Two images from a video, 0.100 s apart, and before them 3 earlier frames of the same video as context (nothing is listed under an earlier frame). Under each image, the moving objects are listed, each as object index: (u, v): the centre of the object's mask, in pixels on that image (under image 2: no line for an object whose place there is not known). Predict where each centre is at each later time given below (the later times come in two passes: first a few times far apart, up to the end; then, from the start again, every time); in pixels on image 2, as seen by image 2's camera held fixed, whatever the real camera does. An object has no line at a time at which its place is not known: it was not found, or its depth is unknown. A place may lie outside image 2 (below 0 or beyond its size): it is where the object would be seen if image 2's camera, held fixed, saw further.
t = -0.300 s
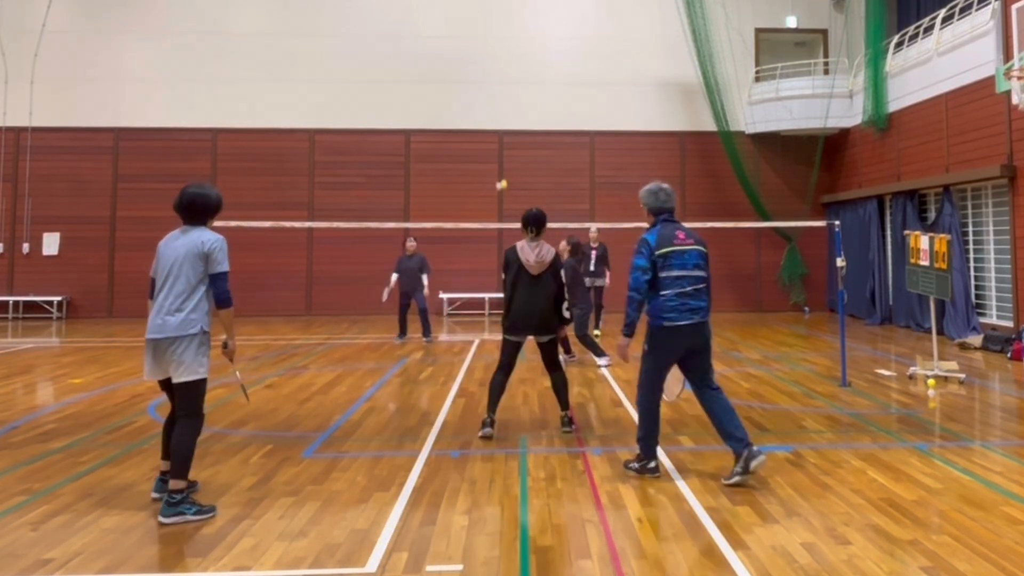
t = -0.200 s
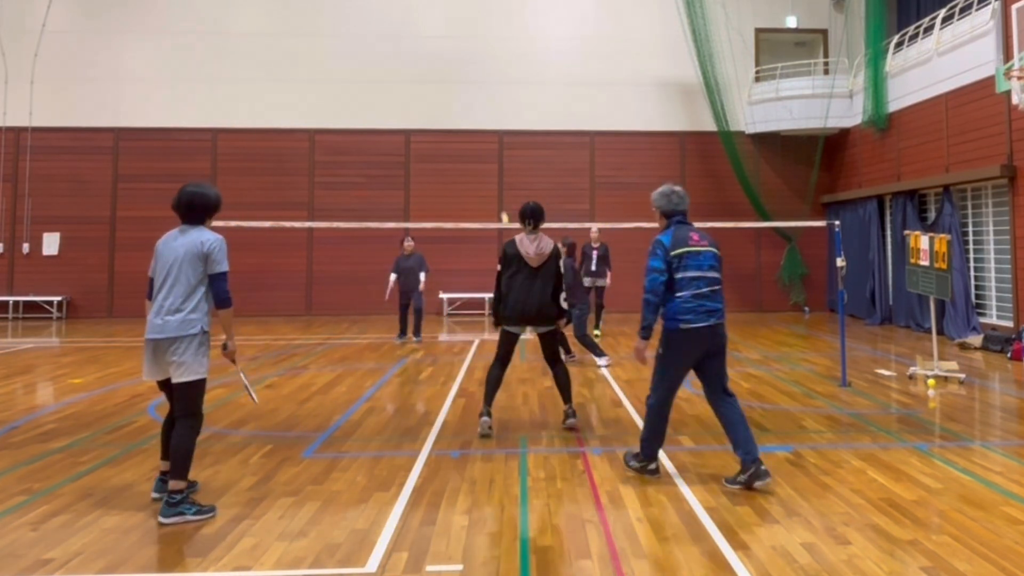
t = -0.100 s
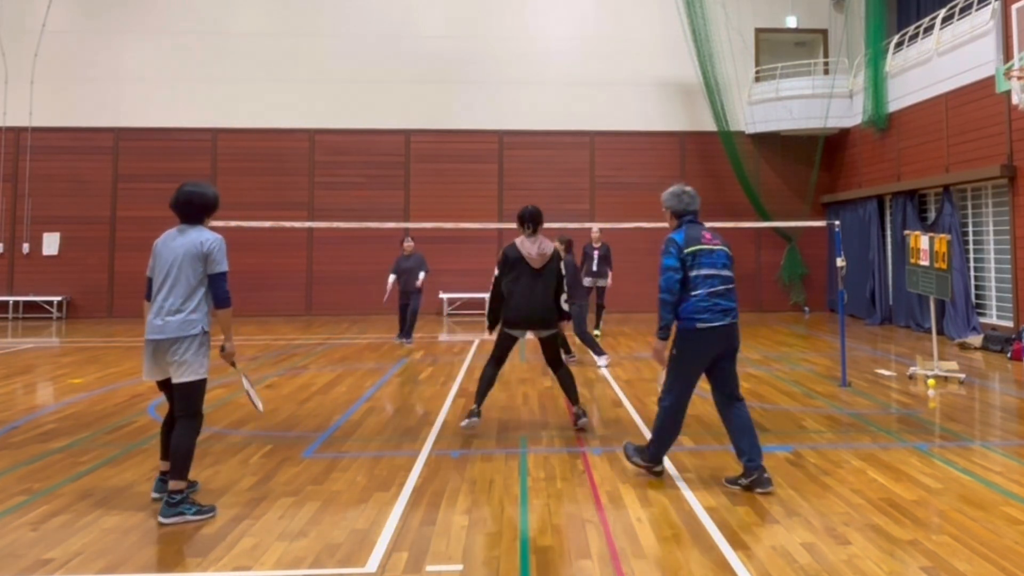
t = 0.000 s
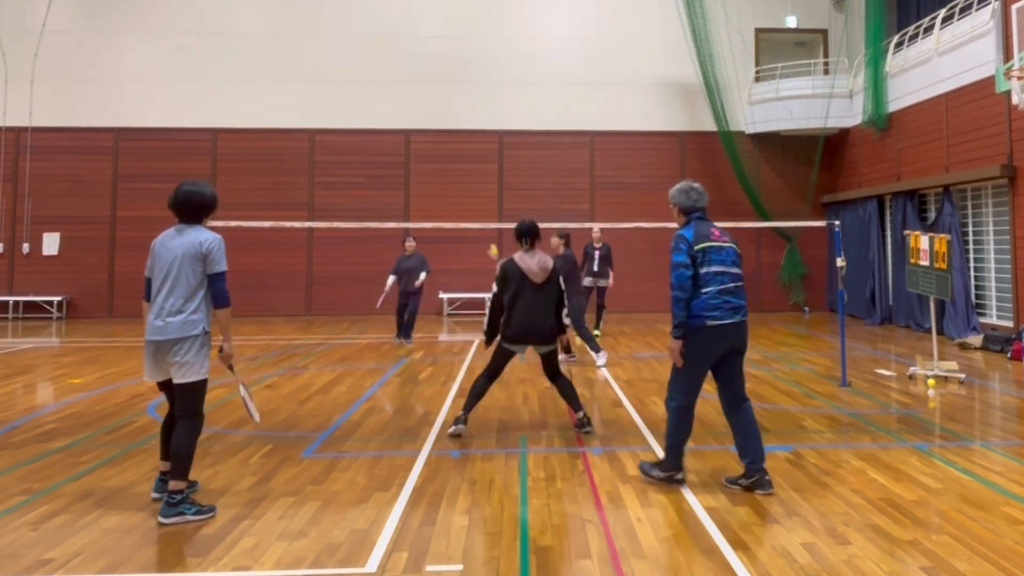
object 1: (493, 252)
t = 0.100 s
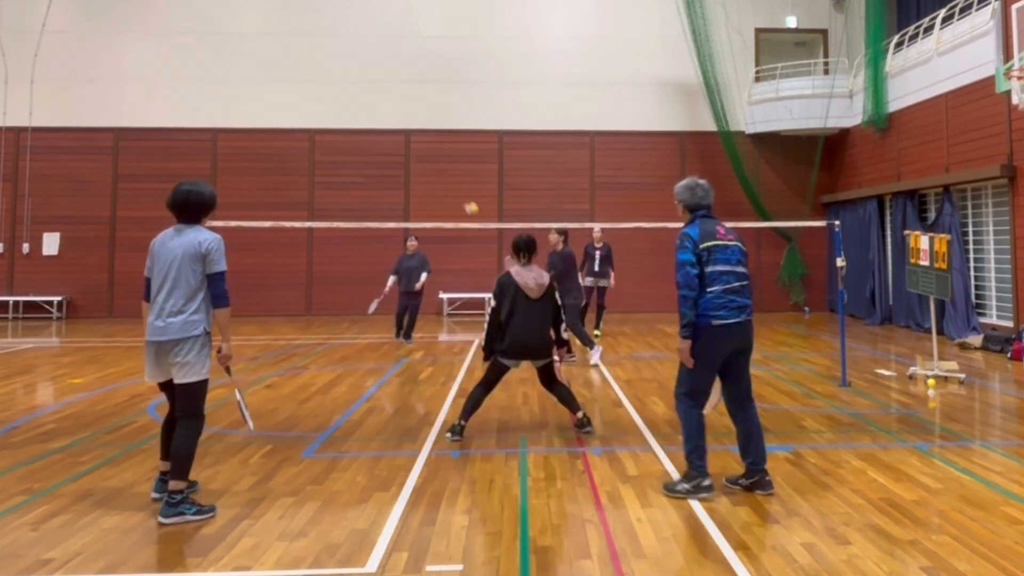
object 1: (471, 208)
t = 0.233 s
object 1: (445, 169)
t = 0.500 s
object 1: (380, 149)
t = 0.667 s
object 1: (336, 186)
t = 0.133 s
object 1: (464, 196)
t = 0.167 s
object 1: (458, 186)
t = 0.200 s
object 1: (451, 178)
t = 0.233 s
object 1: (445, 169)
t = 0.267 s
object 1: (437, 161)
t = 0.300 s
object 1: (429, 155)
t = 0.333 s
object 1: (421, 150)
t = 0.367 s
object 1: (412, 147)
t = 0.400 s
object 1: (404, 146)
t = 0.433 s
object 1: (396, 145)
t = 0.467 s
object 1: (388, 147)
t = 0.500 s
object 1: (380, 149)
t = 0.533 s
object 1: (372, 153)
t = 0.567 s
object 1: (363, 159)
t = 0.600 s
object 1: (354, 167)
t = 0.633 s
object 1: (345, 176)
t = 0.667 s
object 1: (336, 186)
